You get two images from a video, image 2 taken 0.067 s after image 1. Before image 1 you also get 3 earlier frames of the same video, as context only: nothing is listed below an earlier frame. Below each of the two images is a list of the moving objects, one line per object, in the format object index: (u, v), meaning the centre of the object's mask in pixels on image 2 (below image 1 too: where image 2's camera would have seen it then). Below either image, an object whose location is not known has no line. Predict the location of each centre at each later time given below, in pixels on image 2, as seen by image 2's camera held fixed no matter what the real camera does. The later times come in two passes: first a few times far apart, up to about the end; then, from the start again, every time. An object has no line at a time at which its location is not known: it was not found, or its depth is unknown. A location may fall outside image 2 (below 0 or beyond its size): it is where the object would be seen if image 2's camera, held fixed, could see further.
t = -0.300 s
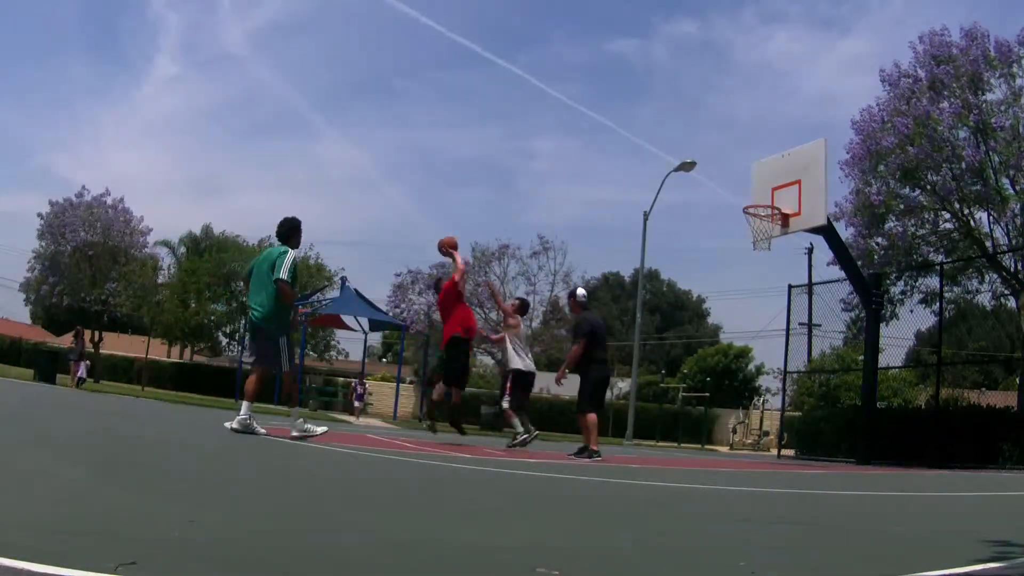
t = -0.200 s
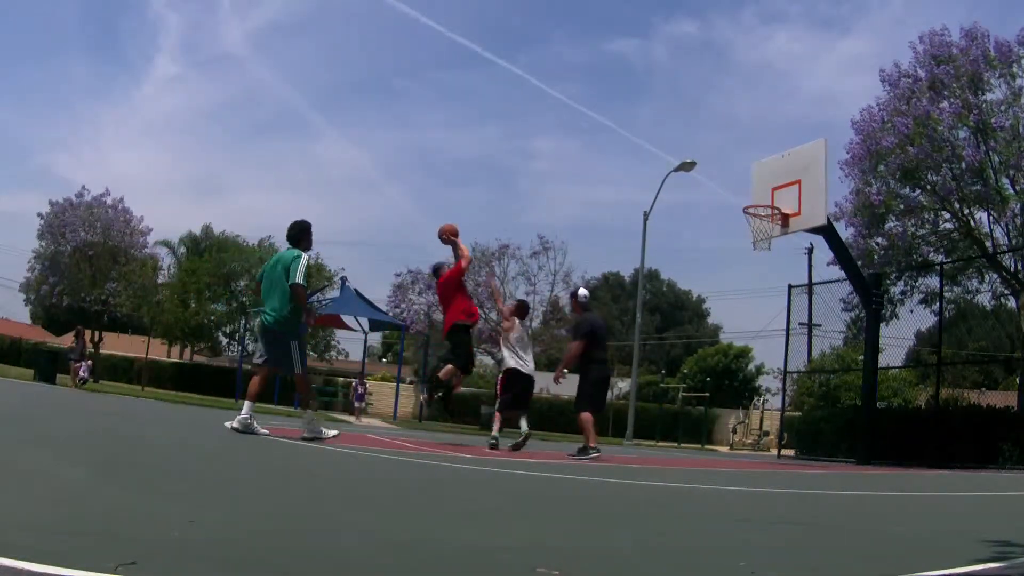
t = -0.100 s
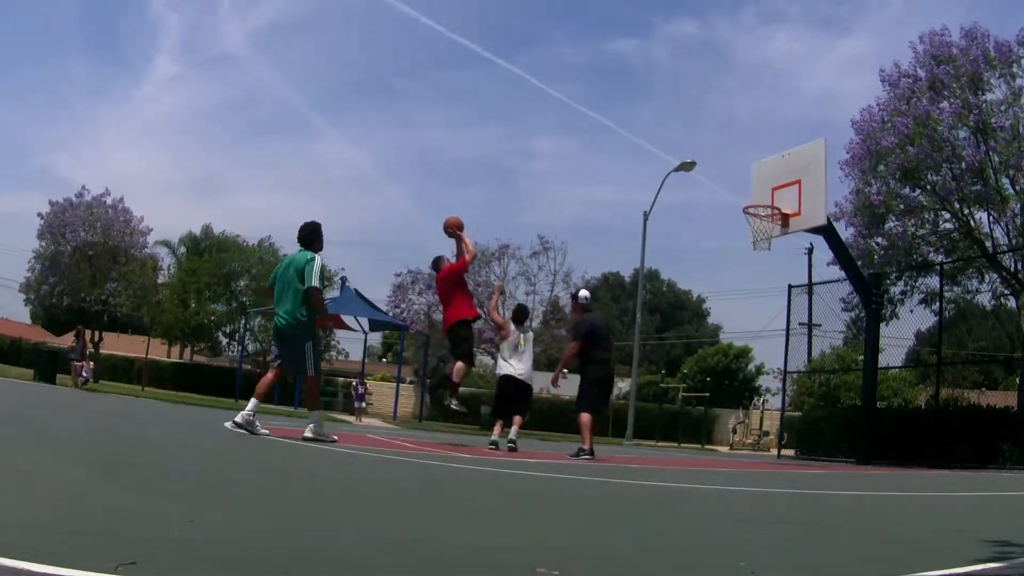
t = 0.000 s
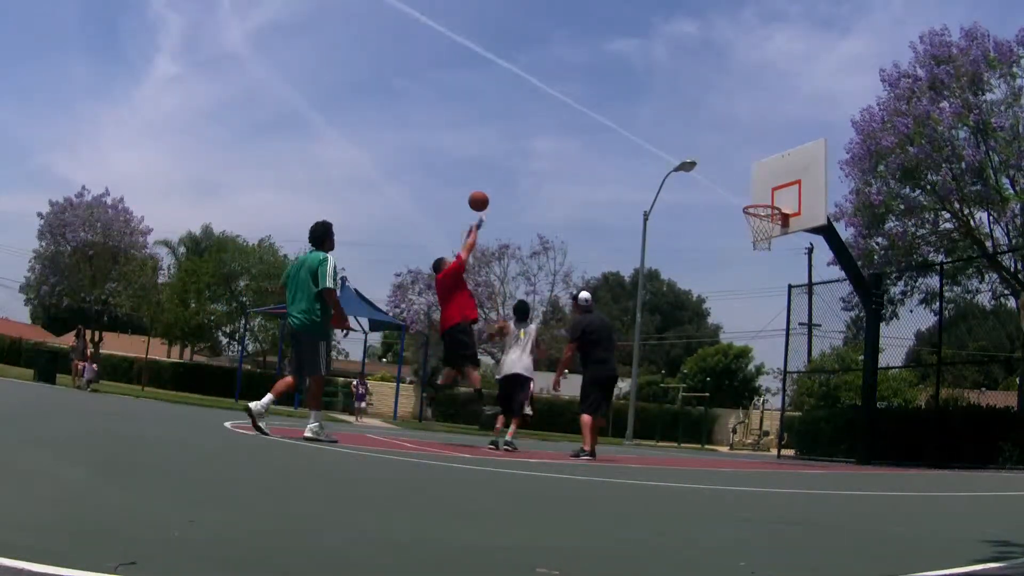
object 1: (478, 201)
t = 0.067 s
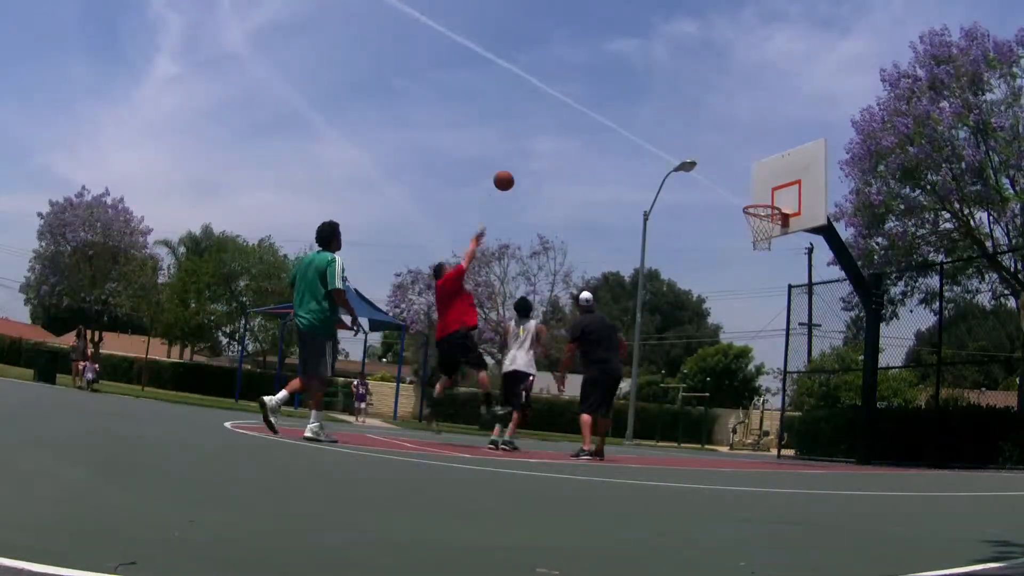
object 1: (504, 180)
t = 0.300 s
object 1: (587, 138)
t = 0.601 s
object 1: (682, 147)
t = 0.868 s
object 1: (759, 213)
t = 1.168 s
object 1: (796, 266)
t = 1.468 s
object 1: (820, 383)
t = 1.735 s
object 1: (828, 396)
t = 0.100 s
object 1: (516, 172)
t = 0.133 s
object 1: (528, 164)
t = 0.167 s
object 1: (540, 157)
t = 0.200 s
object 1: (552, 151)
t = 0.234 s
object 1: (564, 146)
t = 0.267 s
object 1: (575, 141)
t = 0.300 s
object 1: (587, 138)
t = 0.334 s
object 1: (598, 136)
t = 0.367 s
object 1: (609, 134)
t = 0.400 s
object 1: (620, 133)
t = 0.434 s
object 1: (630, 134)
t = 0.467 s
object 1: (641, 134)
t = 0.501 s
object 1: (651, 136)
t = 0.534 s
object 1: (662, 139)
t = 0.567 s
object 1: (672, 143)
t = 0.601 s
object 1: (682, 147)
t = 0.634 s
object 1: (692, 152)
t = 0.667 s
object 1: (702, 158)
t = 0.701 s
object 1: (712, 165)
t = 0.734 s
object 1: (722, 173)
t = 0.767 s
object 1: (731, 182)
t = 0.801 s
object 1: (741, 191)
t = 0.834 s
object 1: (750, 202)
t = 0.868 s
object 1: (759, 213)
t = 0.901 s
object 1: (767, 221)
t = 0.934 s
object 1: (775, 229)
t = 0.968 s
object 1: (778, 233)
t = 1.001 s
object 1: (782, 237)
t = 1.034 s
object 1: (785, 241)
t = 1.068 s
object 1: (787, 245)
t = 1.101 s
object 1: (790, 251)
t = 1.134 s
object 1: (793, 258)
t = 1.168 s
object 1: (796, 266)
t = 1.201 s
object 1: (799, 275)
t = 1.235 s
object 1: (802, 285)
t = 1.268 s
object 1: (805, 297)
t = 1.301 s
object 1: (808, 308)
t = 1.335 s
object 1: (811, 321)
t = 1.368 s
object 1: (813, 335)
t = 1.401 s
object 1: (816, 351)
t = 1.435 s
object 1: (819, 366)
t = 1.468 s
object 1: (820, 383)
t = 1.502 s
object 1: (824, 403)
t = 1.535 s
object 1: (826, 425)
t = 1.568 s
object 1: (828, 444)
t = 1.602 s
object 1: (828, 456)
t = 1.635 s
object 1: (829, 437)
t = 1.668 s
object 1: (829, 424)
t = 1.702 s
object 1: (828, 408)
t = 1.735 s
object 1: (828, 396)
